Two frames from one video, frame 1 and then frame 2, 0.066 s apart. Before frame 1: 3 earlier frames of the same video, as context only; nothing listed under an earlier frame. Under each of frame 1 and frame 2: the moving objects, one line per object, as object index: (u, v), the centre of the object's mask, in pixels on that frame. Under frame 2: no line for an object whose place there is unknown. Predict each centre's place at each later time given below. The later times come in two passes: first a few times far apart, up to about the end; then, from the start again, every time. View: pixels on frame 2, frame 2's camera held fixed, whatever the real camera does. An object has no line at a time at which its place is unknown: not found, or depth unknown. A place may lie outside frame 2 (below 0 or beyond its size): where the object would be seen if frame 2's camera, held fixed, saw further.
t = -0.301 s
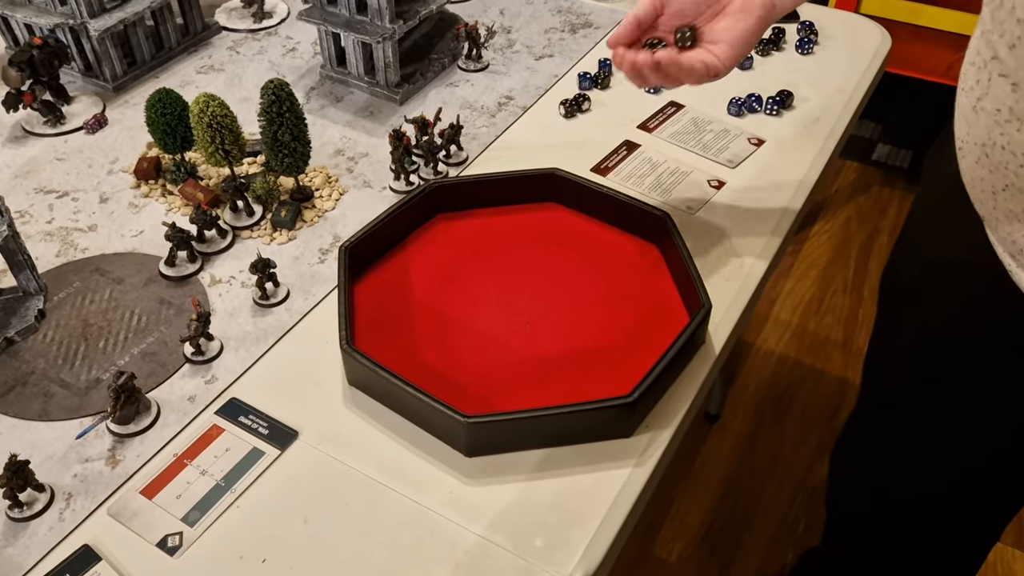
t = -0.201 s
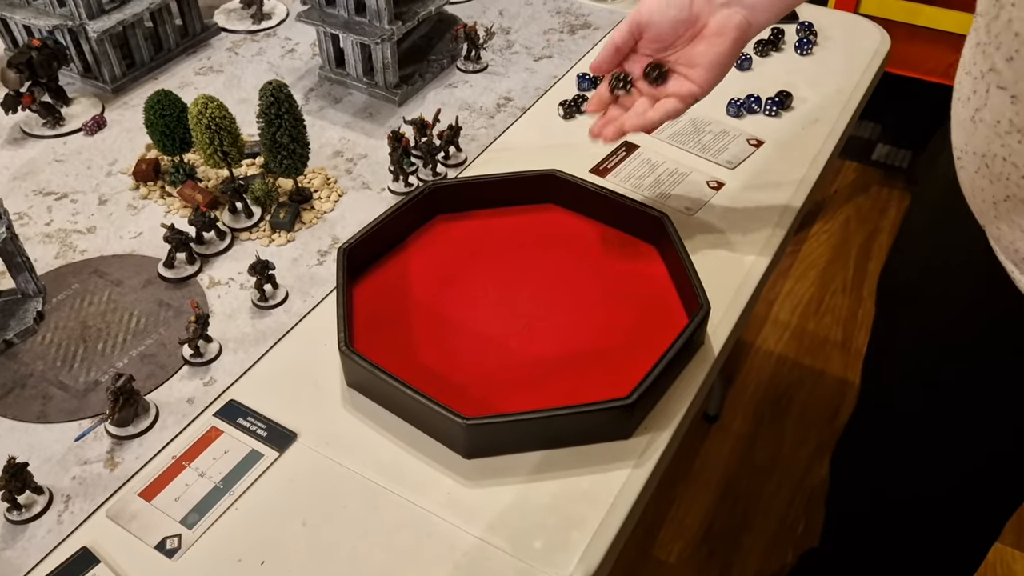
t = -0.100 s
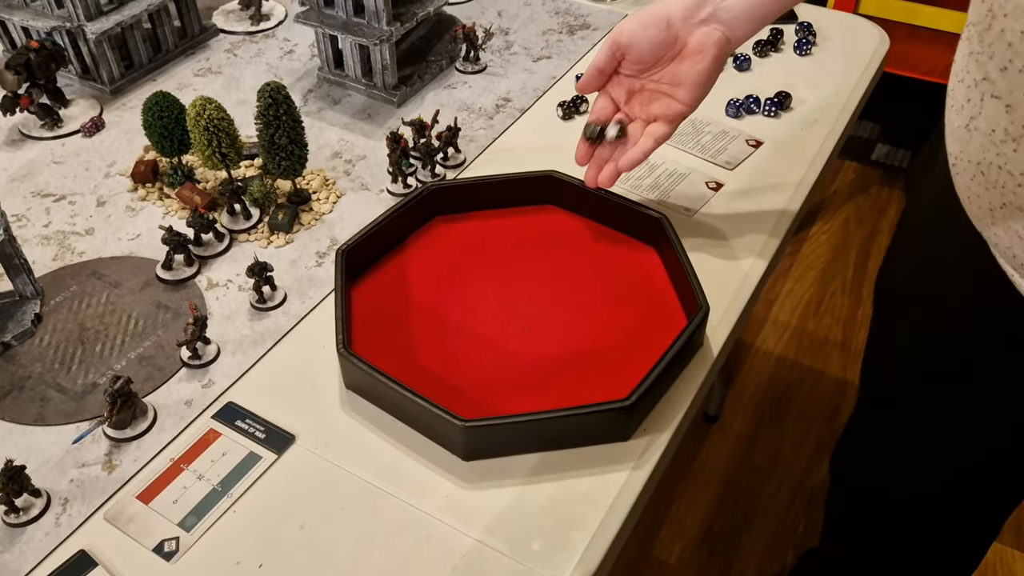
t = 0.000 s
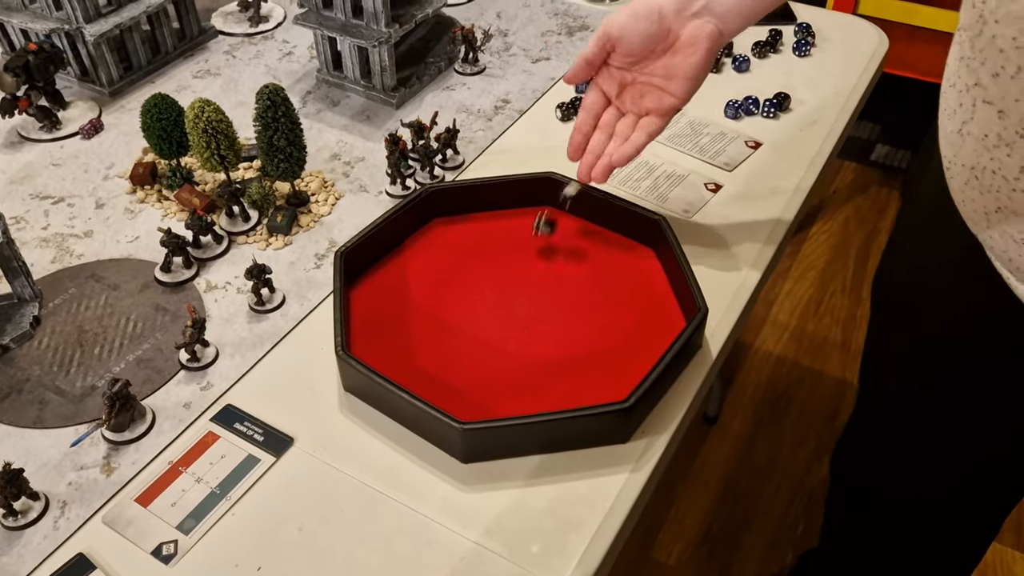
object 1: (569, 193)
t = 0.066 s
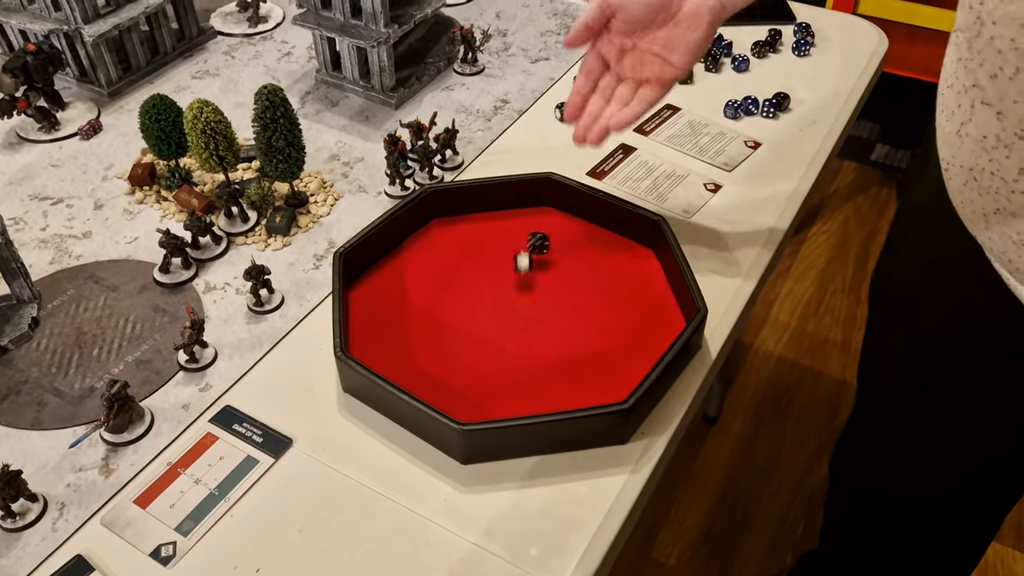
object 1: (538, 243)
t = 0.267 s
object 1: (468, 291)
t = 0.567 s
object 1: (445, 297)
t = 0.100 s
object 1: (528, 248)
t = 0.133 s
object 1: (518, 263)
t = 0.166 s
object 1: (504, 273)
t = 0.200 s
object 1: (491, 281)
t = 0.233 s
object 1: (478, 287)
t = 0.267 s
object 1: (468, 291)
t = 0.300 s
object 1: (458, 291)
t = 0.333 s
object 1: (449, 292)
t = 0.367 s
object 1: (440, 295)
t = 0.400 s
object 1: (437, 297)
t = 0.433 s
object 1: (436, 298)
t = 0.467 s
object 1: (436, 299)
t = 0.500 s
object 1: (438, 298)
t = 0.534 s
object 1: (441, 298)
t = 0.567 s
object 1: (445, 297)
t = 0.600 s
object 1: (447, 295)
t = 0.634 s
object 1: (448, 297)
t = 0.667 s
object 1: (448, 296)
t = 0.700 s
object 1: (448, 296)
